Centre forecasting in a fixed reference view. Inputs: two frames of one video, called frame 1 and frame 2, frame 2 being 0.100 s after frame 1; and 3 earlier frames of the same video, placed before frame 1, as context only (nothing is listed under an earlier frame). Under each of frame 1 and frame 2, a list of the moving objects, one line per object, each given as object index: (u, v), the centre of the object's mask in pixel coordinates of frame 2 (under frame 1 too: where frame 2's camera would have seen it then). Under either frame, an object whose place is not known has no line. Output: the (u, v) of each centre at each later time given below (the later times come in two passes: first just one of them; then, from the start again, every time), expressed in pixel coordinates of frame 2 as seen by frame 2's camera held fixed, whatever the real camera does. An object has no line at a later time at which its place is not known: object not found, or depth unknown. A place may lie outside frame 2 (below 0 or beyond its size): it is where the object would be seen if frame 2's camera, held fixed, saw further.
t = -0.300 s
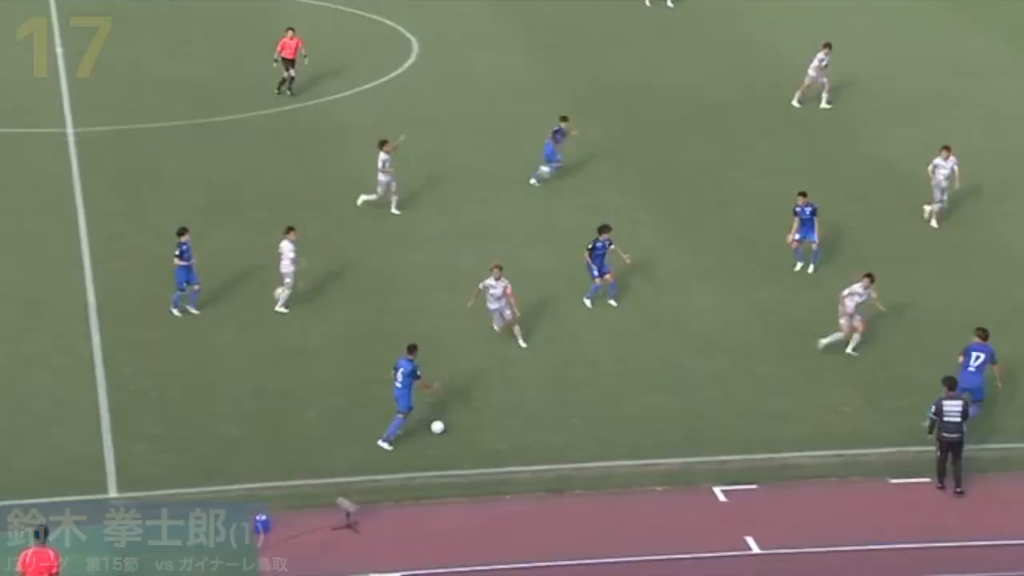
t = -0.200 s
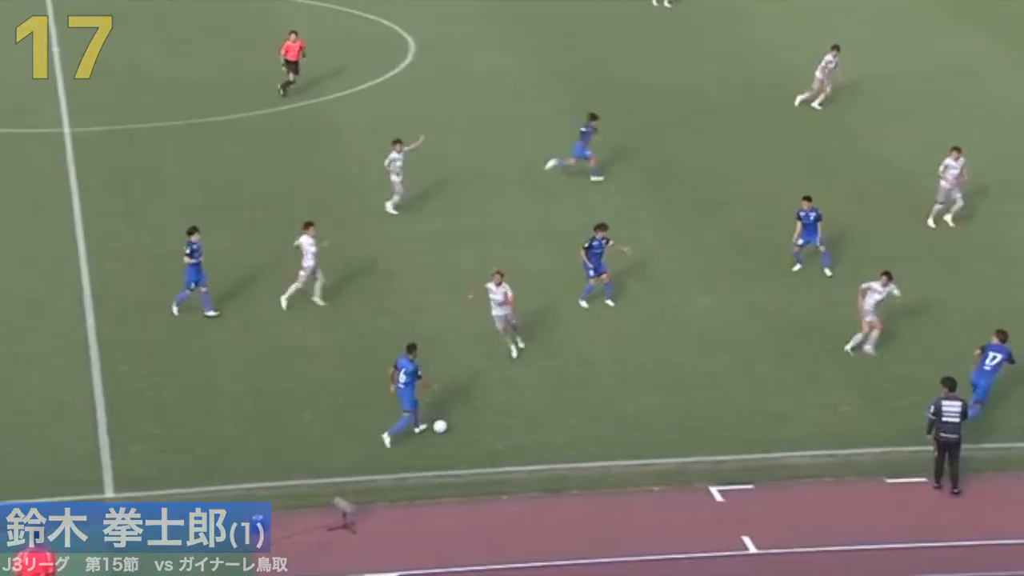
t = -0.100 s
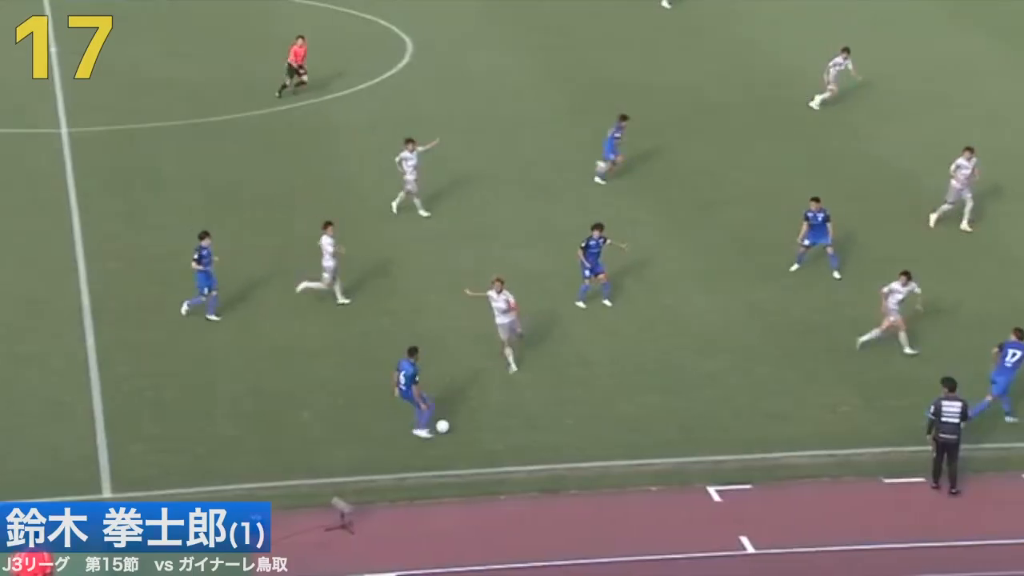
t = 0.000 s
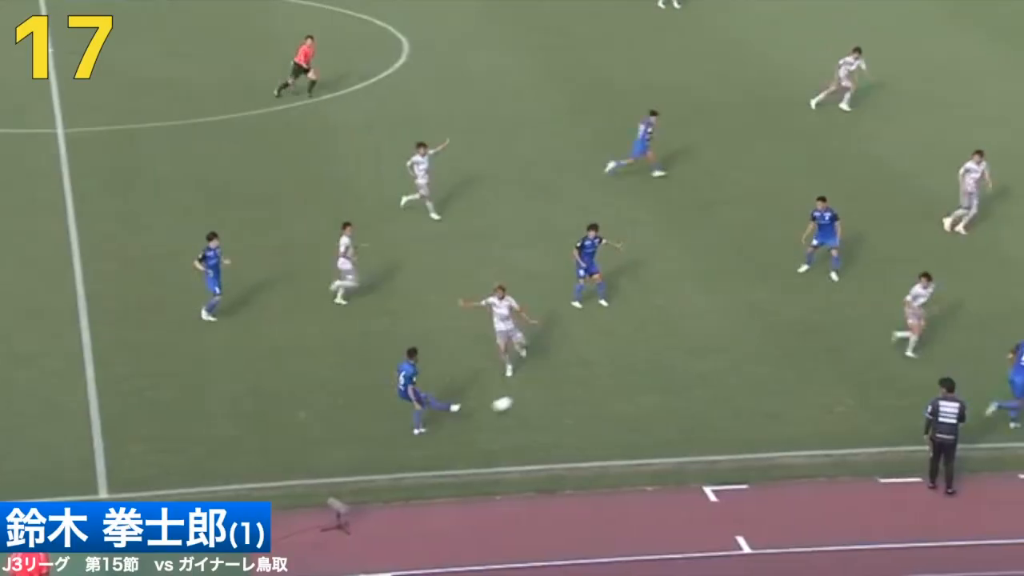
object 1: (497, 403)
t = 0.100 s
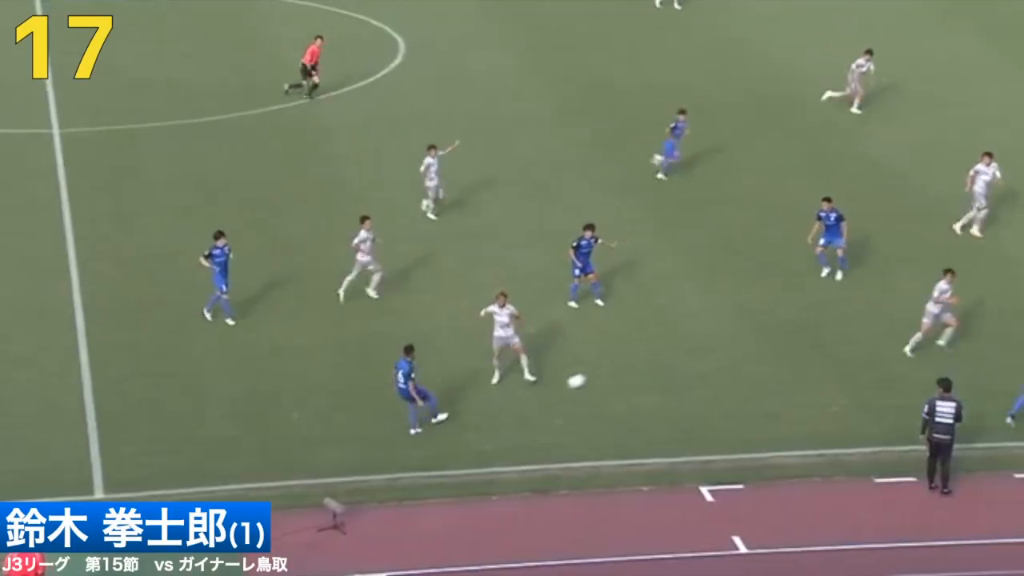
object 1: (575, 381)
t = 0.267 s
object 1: (679, 344)
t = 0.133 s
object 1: (598, 372)
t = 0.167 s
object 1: (618, 365)
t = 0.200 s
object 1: (640, 357)
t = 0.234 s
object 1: (660, 351)
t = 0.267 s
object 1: (679, 344)
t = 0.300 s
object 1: (697, 337)
